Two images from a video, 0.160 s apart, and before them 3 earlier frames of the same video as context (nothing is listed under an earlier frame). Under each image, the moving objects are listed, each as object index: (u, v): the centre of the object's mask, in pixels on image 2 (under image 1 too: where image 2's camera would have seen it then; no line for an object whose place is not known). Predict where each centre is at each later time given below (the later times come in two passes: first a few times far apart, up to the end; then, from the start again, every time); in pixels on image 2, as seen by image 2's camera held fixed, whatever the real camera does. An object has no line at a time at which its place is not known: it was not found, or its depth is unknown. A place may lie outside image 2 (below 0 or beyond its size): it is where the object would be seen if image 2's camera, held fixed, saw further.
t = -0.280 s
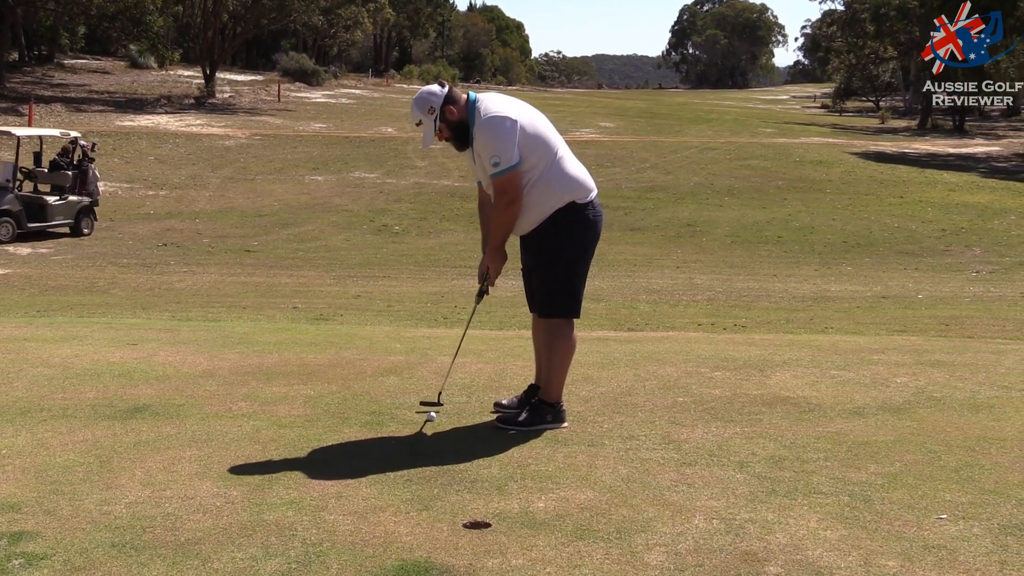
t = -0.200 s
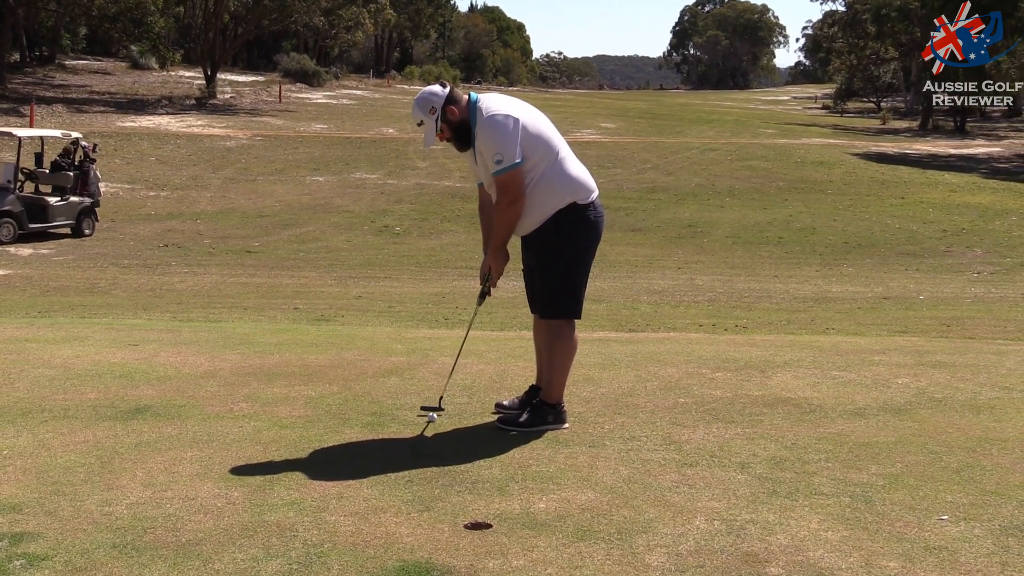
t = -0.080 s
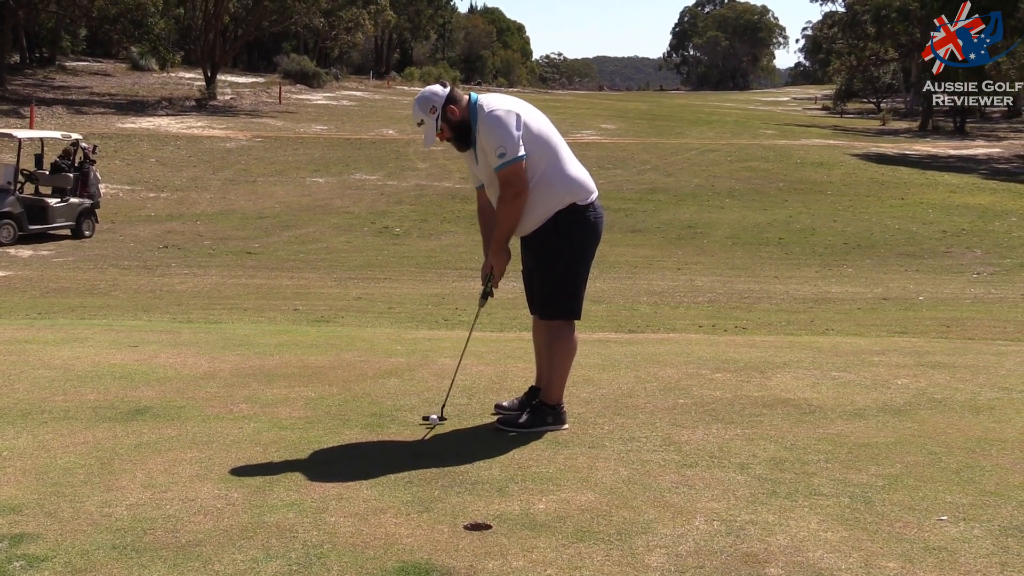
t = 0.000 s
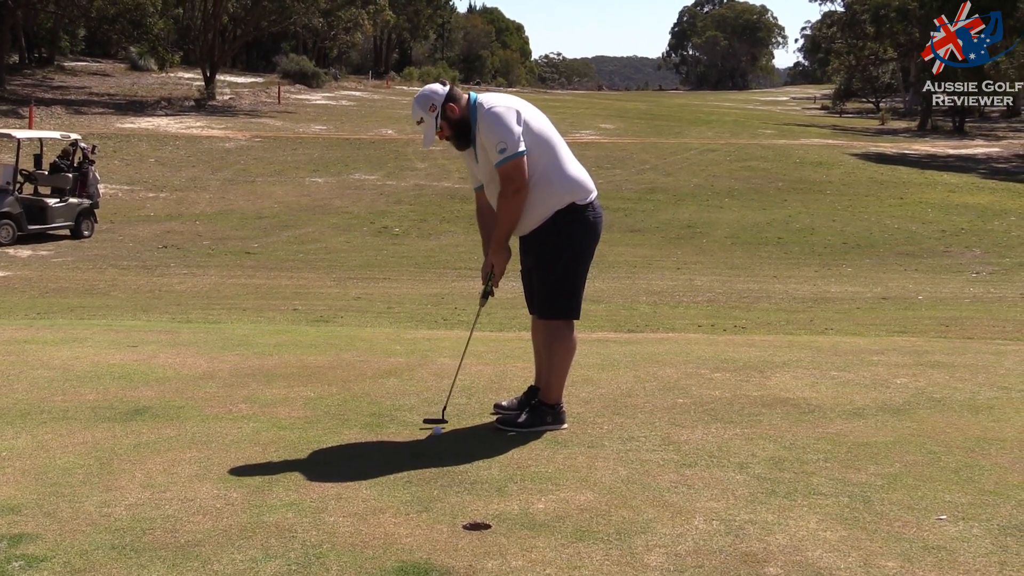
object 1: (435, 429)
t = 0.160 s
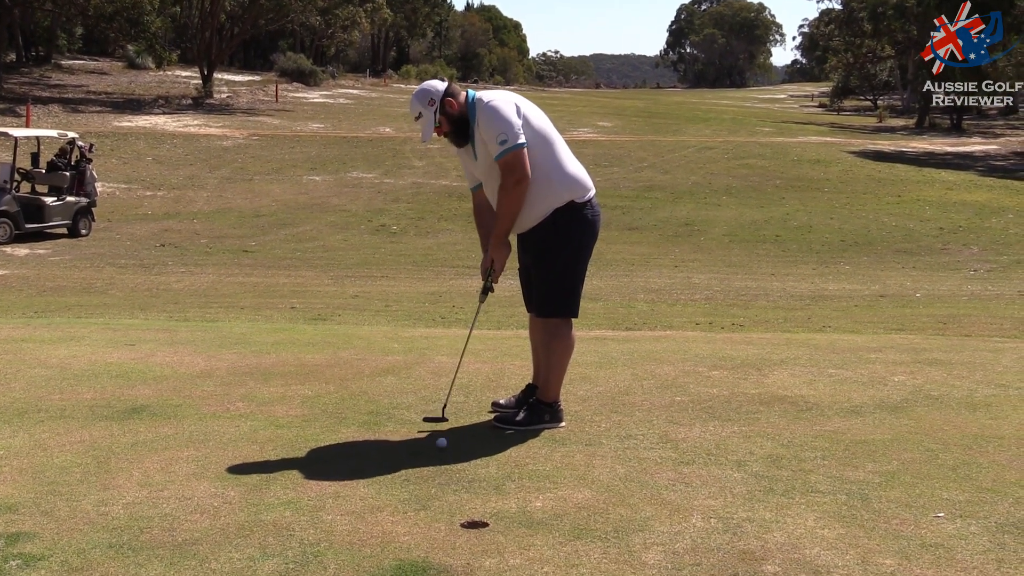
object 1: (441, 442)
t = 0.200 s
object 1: (443, 447)
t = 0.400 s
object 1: (456, 467)
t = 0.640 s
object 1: (478, 490)
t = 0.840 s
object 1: (499, 507)
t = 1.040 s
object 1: (521, 524)
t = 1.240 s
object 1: (541, 538)
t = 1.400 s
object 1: (557, 548)
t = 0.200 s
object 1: (443, 447)
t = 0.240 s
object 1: (445, 452)
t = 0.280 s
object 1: (448, 456)
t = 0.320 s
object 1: (451, 459)
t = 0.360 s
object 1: (453, 464)
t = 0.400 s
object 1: (456, 467)
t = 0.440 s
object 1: (460, 471)
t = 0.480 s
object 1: (463, 475)
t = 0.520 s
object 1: (467, 480)
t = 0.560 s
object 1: (470, 483)
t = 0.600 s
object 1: (474, 487)
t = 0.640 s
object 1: (478, 490)
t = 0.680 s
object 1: (482, 493)
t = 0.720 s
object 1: (487, 498)
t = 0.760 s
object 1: (491, 500)
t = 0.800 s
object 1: (495, 504)
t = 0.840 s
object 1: (499, 507)
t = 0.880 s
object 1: (504, 511)
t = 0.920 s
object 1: (508, 514)
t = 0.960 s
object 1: (512, 517)
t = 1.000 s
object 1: (517, 520)
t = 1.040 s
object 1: (521, 524)
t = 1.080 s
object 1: (525, 526)
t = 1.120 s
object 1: (530, 529)
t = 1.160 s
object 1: (533, 532)
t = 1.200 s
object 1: (537, 535)
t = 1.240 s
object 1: (541, 538)
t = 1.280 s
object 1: (545, 540)
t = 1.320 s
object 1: (549, 543)
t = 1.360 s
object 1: (553, 545)
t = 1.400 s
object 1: (557, 548)
